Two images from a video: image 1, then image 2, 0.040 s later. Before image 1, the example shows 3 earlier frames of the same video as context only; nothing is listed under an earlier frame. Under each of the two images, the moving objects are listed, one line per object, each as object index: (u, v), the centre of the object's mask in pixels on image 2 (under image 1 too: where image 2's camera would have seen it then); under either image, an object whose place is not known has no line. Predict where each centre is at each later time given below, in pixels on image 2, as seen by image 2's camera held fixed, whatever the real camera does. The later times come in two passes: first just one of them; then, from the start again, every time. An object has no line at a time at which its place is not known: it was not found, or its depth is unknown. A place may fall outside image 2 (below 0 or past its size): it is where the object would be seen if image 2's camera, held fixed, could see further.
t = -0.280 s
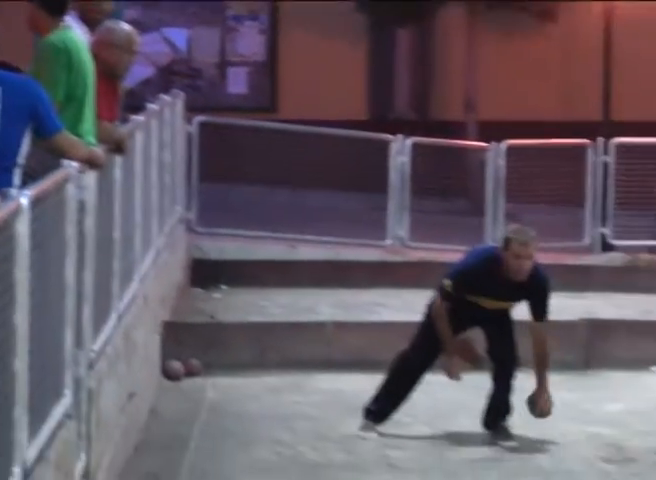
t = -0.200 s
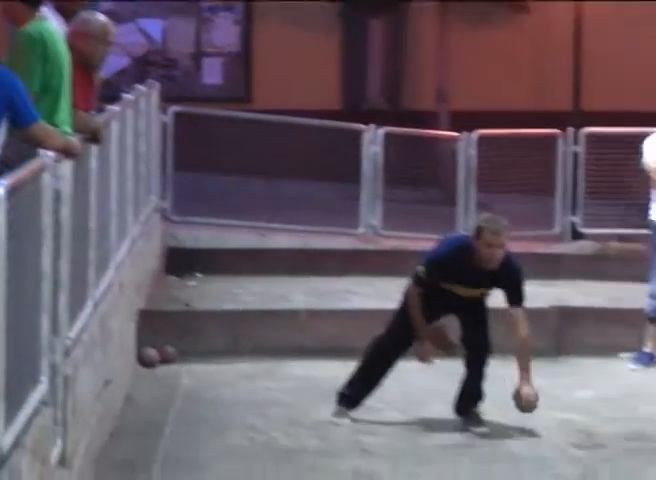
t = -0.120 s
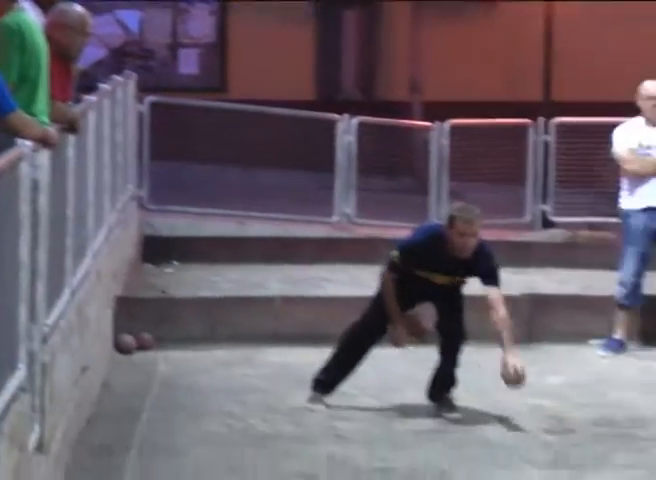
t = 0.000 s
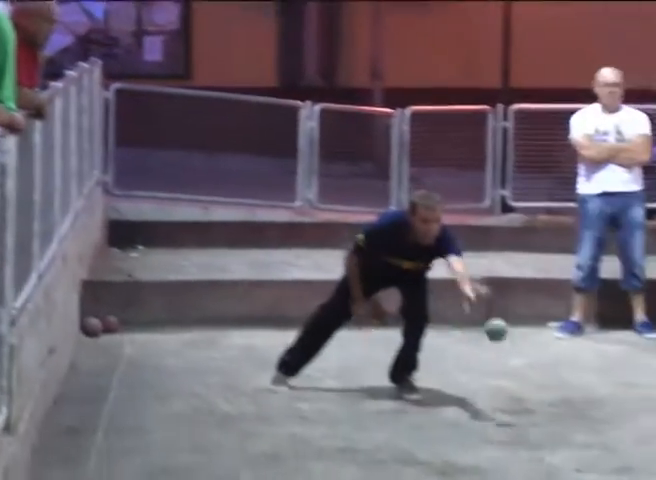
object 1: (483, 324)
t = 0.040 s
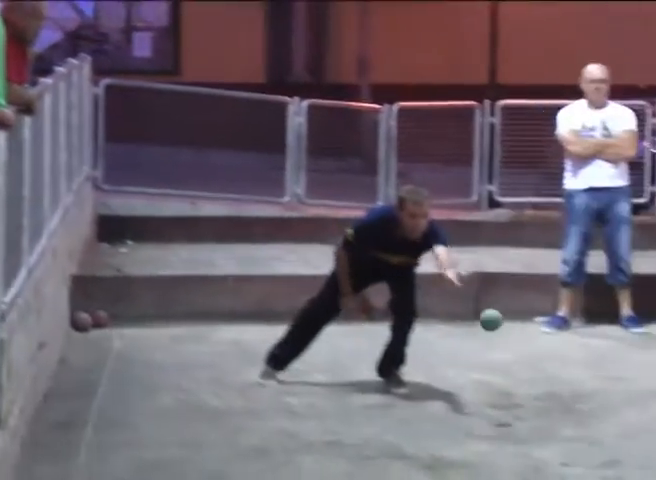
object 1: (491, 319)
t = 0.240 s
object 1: (530, 347)
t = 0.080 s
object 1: (498, 318)
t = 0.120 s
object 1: (506, 320)
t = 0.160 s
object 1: (514, 325)
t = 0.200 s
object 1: (522, 334)
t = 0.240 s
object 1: (530, 347)
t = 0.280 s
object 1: (538, 363)
